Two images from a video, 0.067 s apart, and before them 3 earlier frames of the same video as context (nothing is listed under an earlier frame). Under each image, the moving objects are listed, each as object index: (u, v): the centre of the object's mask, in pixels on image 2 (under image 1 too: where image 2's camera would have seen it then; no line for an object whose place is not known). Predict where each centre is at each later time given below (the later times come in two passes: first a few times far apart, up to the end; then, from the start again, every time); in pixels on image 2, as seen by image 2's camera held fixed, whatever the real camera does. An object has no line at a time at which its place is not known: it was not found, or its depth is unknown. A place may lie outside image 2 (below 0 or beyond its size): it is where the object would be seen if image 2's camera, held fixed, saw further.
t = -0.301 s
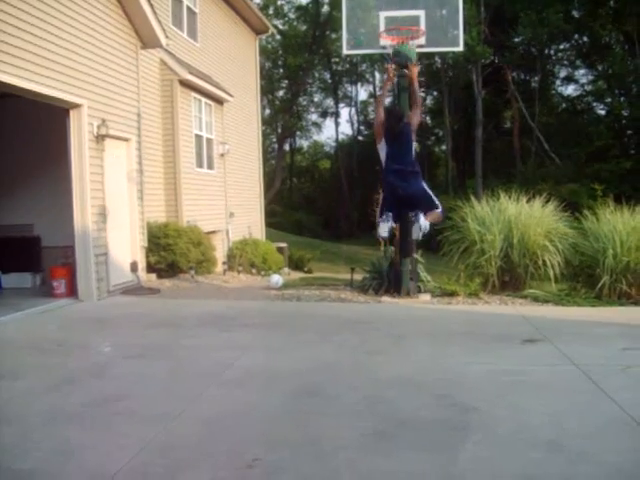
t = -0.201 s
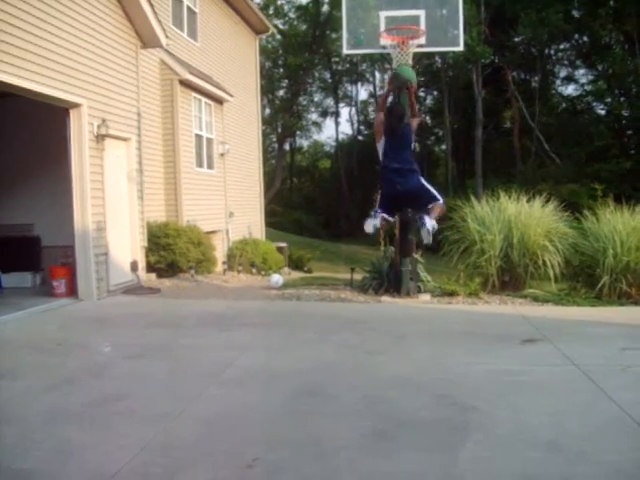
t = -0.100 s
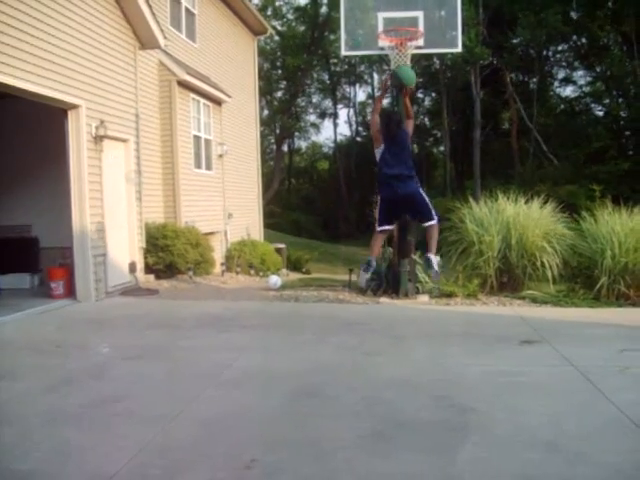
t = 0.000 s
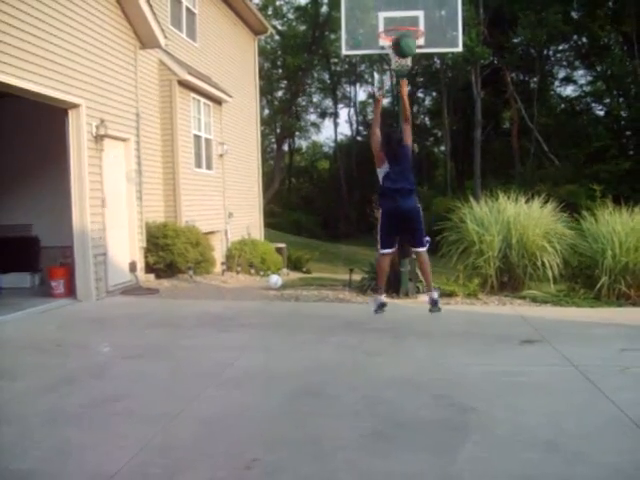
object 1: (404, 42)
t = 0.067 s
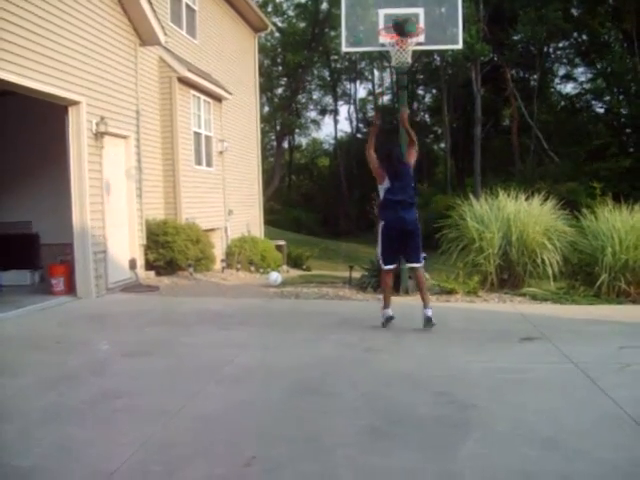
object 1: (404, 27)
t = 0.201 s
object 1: (404, 9)
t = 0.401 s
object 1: (407, 8)
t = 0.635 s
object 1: (406, 12)
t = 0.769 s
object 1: (401, 9)
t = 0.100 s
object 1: (404, 19)
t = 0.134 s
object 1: (404, 13)
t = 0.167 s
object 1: (403, 10)
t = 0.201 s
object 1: (404, 9)
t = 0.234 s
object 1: (405, 8)
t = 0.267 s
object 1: (405, 7)
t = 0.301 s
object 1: (405, 6)
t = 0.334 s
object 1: (406, 6)
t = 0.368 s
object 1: (406, 7)
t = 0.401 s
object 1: (407, 8)
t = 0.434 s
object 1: (407, 11)
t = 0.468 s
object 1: (408, 16)
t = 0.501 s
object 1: (409, 19)
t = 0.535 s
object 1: (409, 18)
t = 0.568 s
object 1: (407, 16)
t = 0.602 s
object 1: (407, 13)
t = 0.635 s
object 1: (406, 12)
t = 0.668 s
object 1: (404, 10)
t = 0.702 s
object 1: (403, 9)
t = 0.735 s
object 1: (402, 9)
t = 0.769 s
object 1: (401, 9)
